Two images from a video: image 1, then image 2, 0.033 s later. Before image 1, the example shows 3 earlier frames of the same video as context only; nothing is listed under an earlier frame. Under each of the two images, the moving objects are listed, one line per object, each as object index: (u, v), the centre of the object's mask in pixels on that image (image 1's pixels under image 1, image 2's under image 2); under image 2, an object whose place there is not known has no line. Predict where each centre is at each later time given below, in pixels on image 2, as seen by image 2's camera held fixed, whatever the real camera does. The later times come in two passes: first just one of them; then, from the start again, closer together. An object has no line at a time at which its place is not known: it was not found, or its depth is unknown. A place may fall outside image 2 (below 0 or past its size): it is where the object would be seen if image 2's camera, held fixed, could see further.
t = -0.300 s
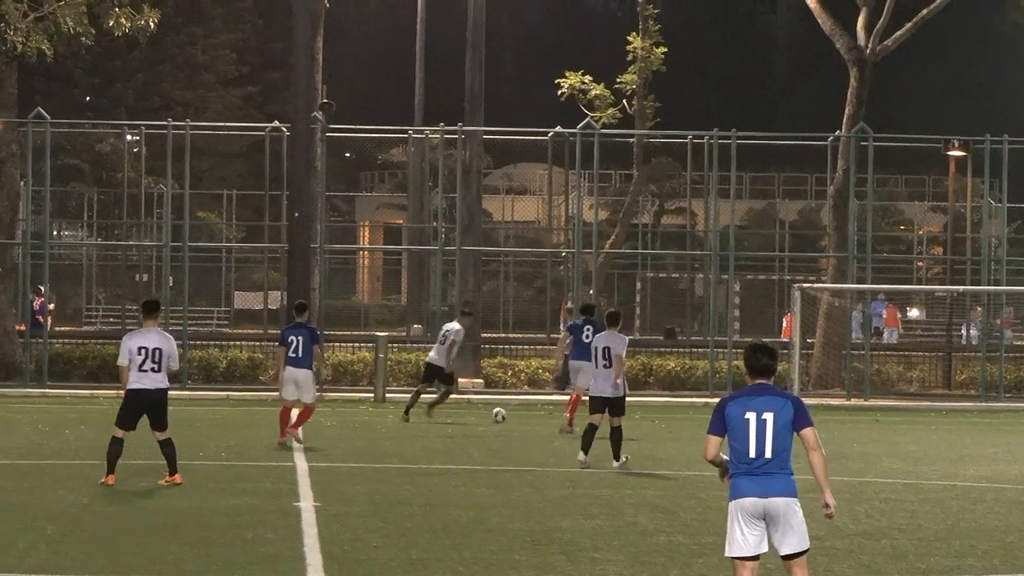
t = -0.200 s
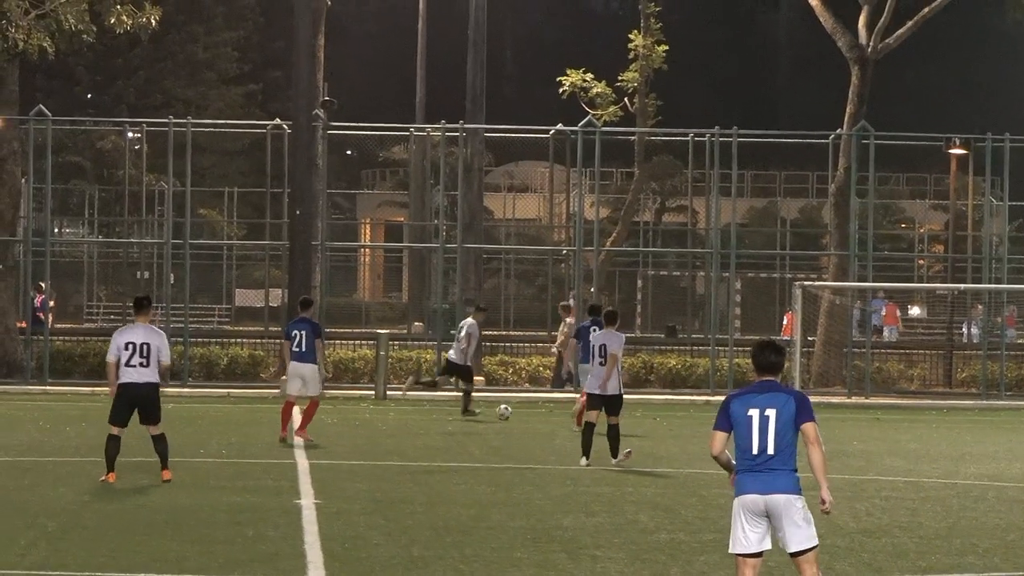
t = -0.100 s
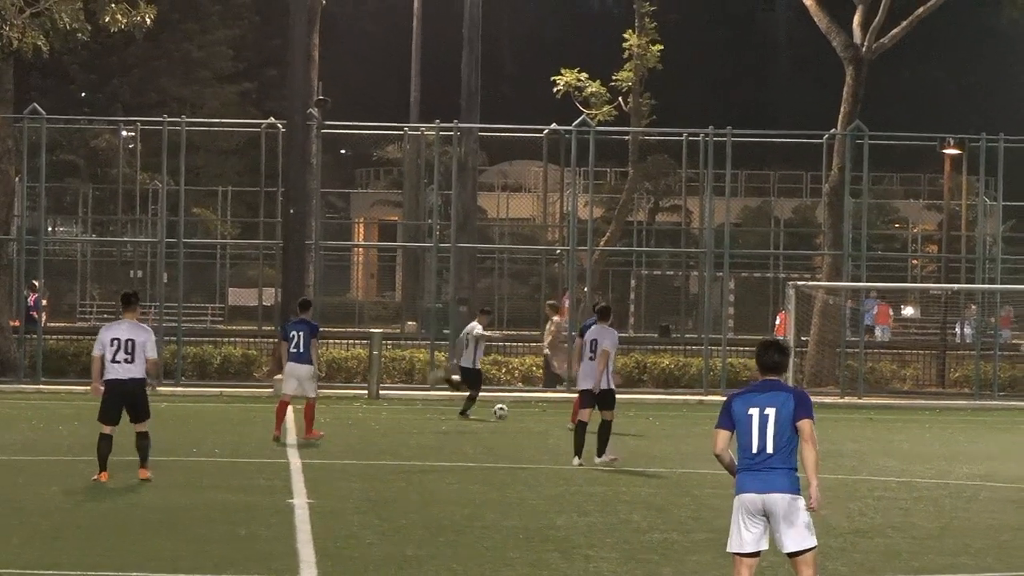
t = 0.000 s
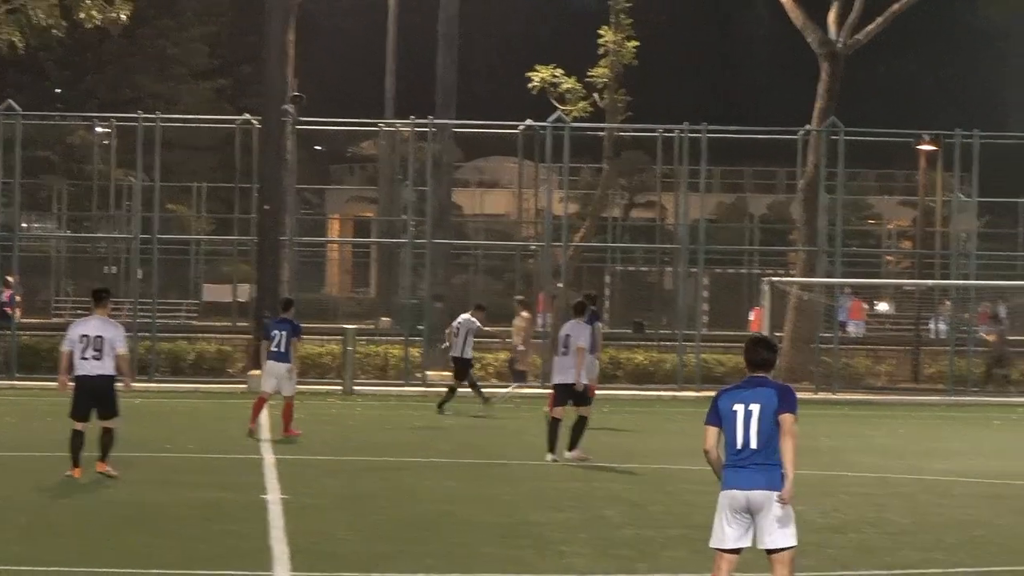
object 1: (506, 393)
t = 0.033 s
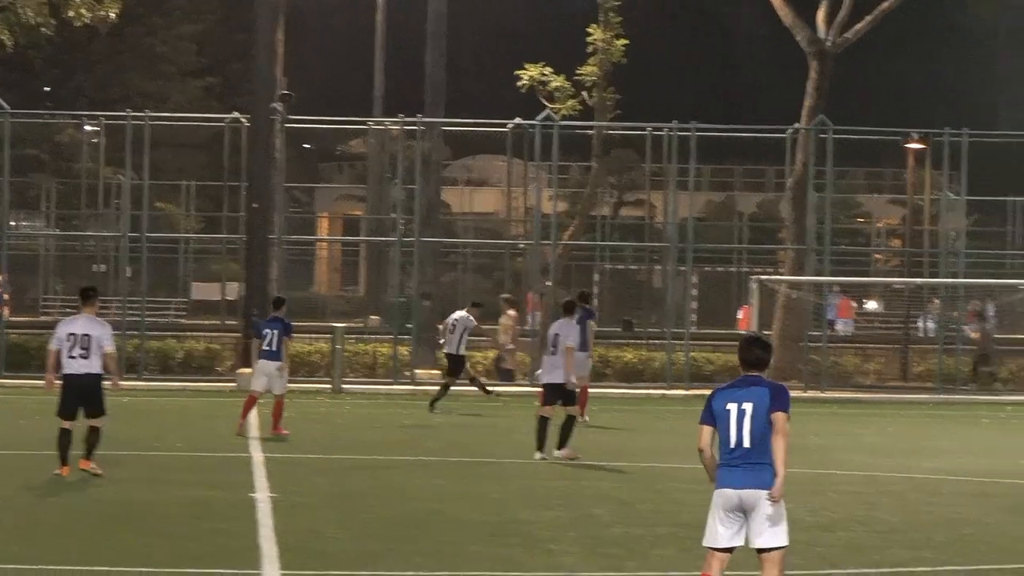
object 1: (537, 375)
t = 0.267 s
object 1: (846, 269)
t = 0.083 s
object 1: (611, 347)
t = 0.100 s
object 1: (632, 339)
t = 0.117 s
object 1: (655, 333)
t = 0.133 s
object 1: (676, 324)
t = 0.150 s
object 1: (695, 319)
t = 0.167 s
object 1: (718, 311)
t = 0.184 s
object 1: (737, 303)
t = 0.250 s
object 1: (825, 274)
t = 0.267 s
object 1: (846, 269)
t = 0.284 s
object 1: (868, 263)
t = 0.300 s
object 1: (888, 257)
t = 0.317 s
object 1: (910, 251)
